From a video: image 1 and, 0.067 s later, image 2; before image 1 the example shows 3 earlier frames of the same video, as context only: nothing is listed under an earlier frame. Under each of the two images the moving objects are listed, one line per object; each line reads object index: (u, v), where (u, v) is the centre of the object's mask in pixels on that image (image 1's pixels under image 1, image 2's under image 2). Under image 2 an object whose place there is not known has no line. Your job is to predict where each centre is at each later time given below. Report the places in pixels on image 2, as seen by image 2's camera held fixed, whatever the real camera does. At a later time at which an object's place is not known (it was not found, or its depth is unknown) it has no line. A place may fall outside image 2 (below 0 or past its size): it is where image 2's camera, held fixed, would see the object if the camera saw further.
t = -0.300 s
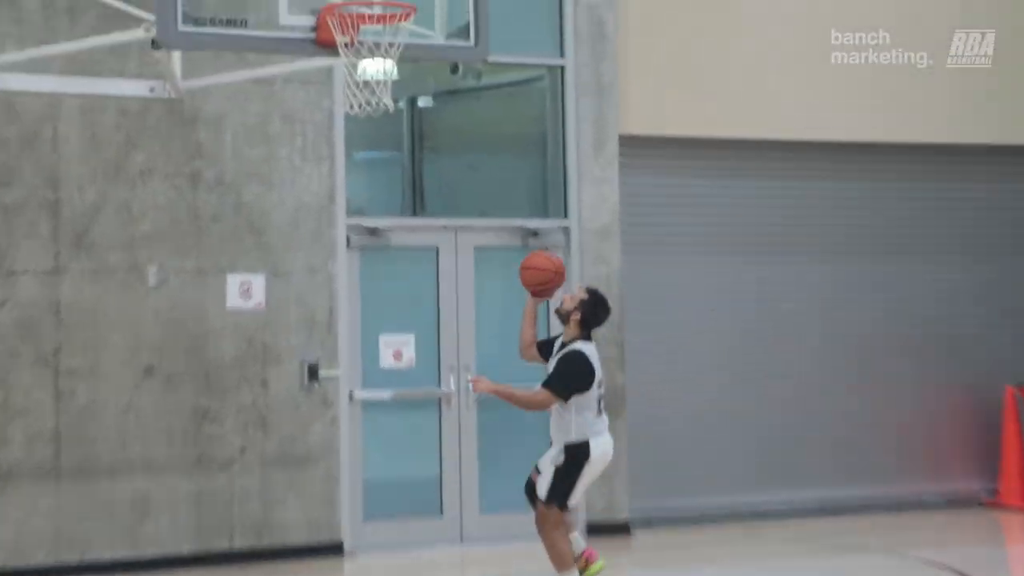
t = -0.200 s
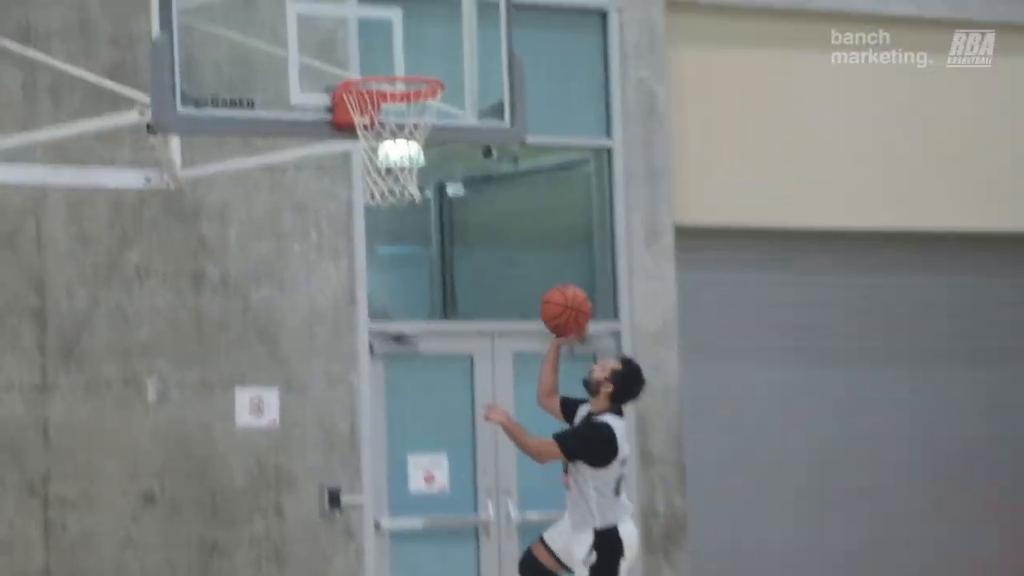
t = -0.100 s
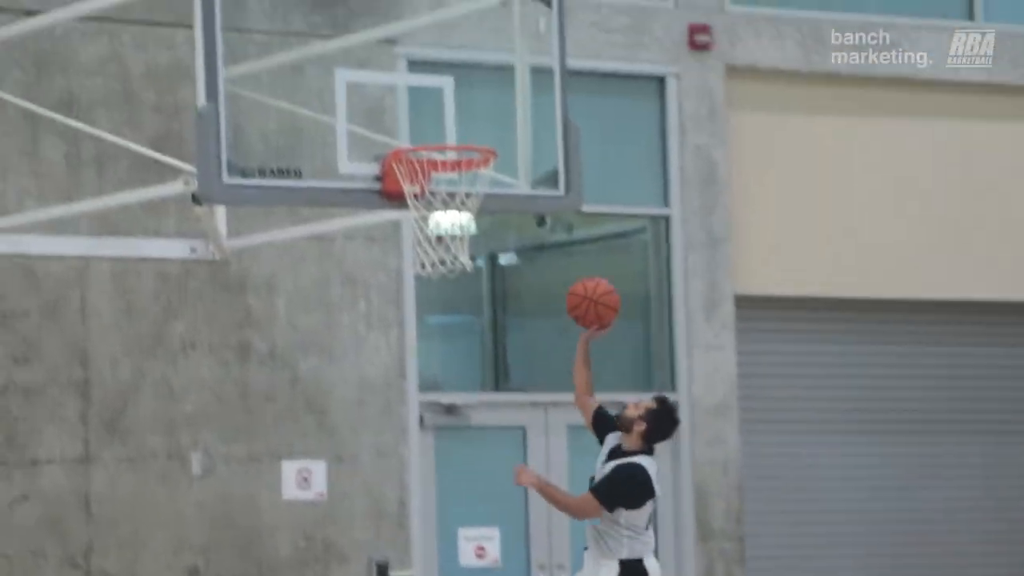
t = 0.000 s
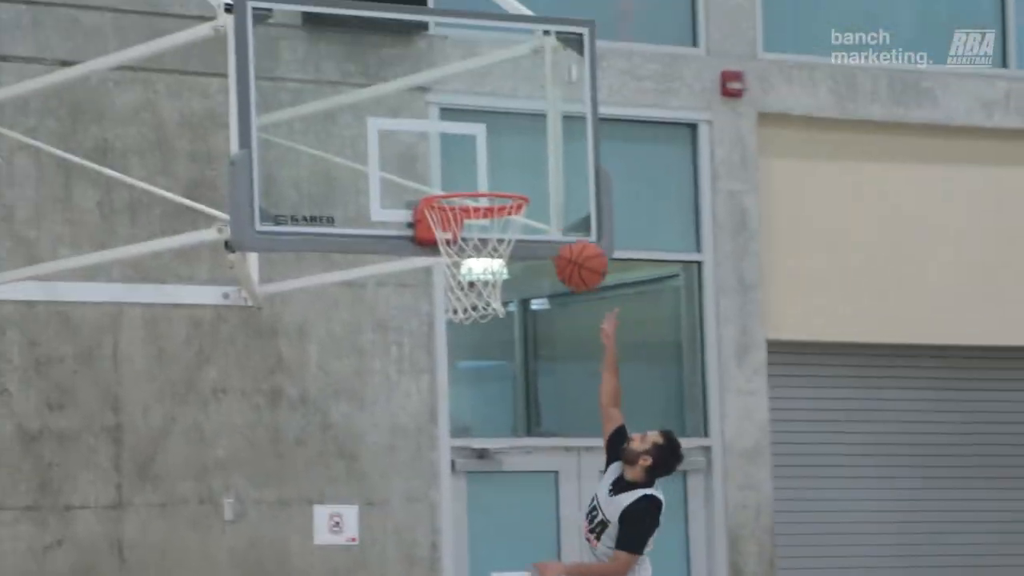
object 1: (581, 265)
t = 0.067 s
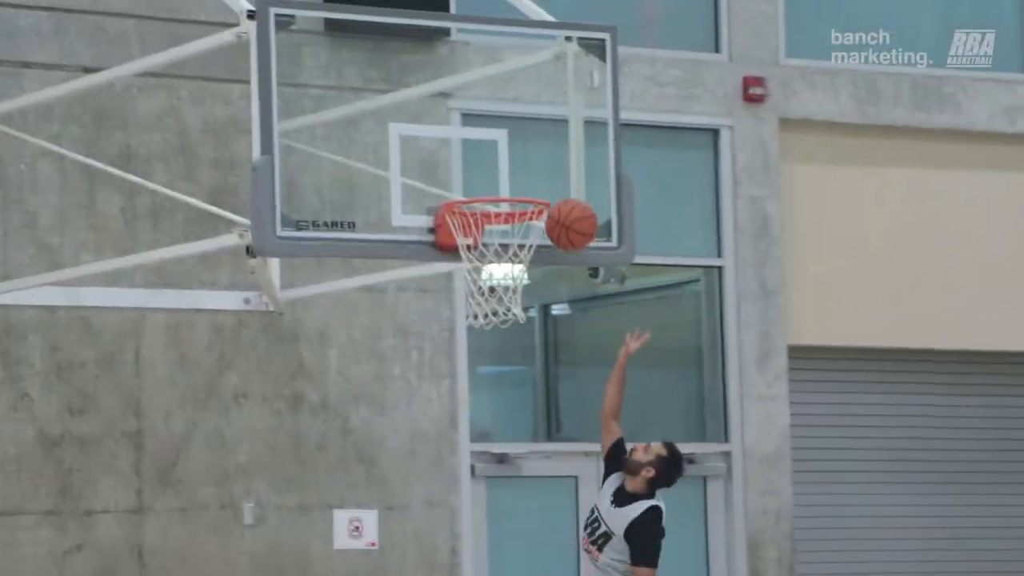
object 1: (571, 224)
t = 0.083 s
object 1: (566, 215)
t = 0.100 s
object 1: (559, 203)
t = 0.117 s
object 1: (551, 192)
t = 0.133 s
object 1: (542, 184)
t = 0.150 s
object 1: (533, 178)
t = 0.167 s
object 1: (525, 174)
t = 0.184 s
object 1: (523, 170)
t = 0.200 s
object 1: (521, 166)
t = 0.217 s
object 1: (520, 163)
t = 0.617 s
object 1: (495, 260)
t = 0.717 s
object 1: (497, 302)
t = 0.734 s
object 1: (496, 309)
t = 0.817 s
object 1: (498, 361)
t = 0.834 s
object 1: (498, 373)
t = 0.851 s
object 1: (498, 387)
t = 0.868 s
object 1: (499, 401)
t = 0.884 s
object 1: (499, 415)
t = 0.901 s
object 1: (500, 431)
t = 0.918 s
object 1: (500, 445)
